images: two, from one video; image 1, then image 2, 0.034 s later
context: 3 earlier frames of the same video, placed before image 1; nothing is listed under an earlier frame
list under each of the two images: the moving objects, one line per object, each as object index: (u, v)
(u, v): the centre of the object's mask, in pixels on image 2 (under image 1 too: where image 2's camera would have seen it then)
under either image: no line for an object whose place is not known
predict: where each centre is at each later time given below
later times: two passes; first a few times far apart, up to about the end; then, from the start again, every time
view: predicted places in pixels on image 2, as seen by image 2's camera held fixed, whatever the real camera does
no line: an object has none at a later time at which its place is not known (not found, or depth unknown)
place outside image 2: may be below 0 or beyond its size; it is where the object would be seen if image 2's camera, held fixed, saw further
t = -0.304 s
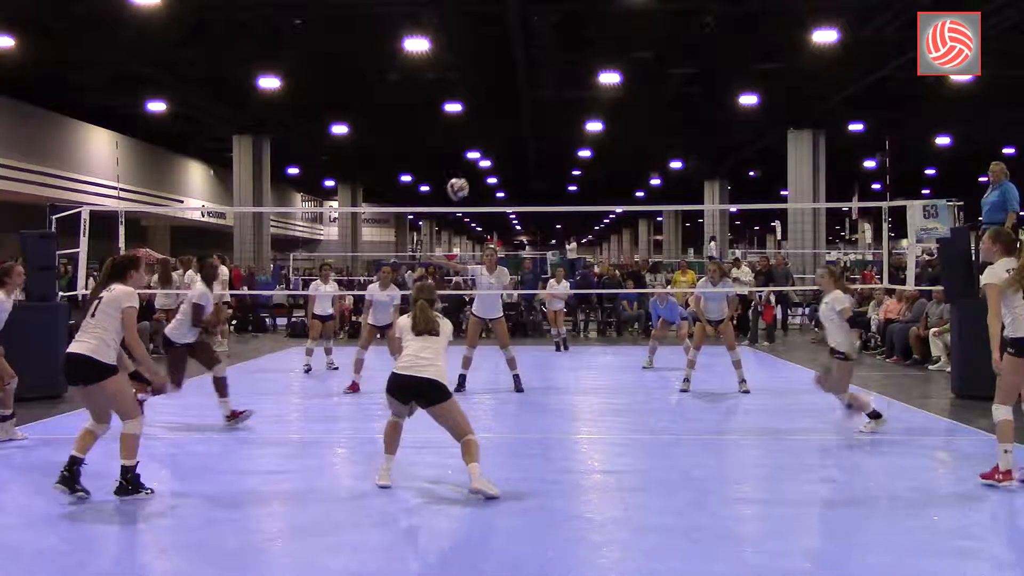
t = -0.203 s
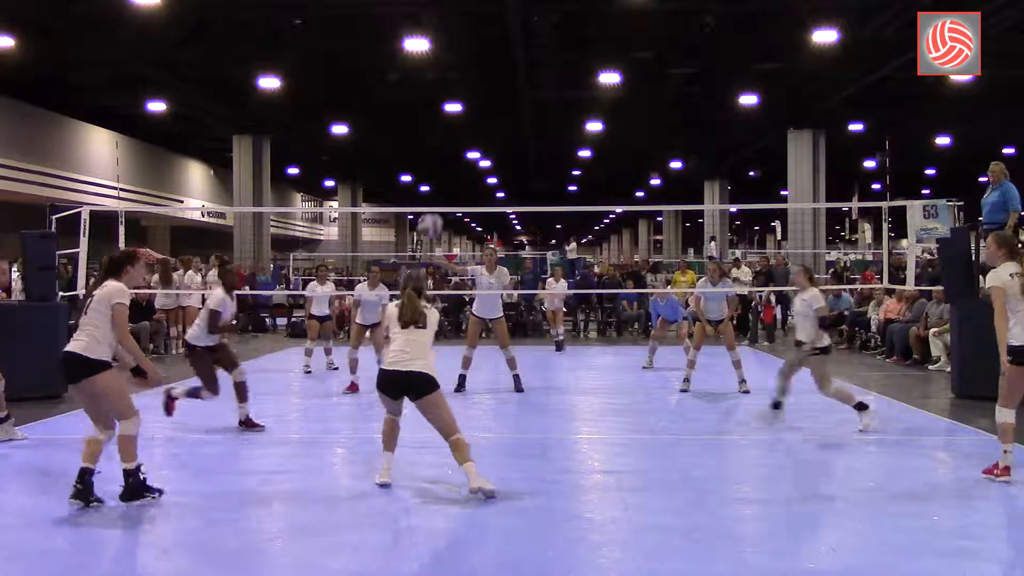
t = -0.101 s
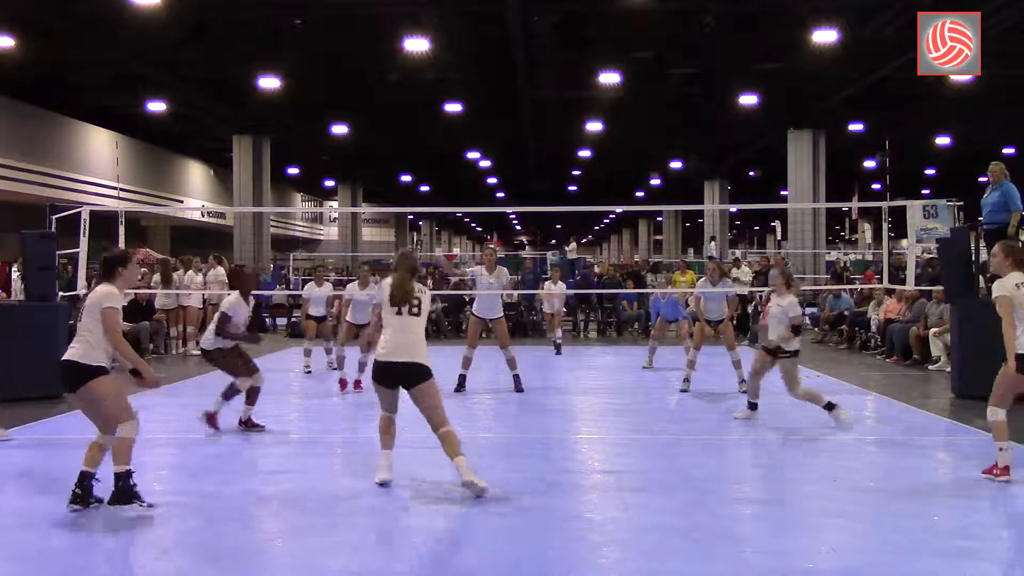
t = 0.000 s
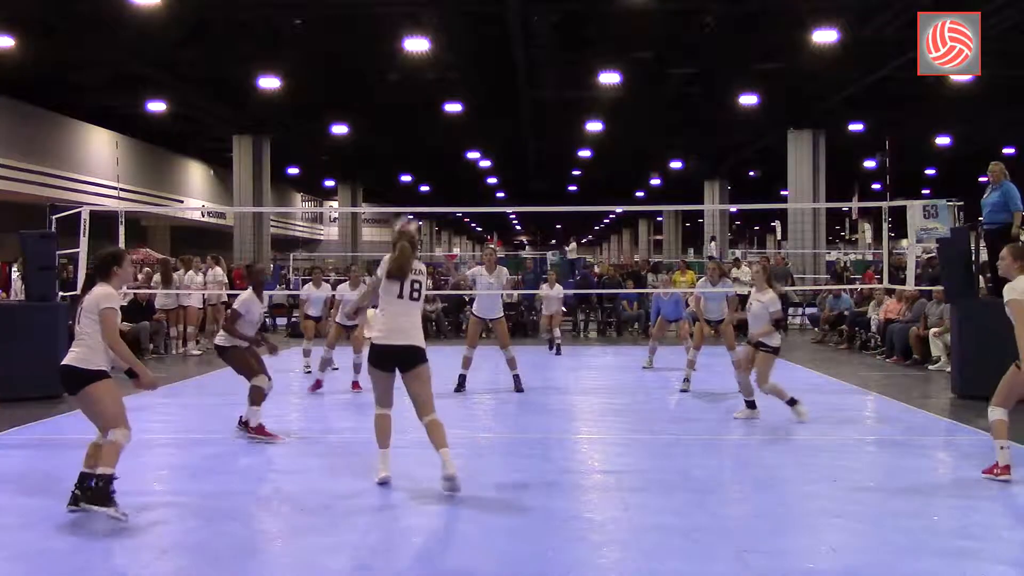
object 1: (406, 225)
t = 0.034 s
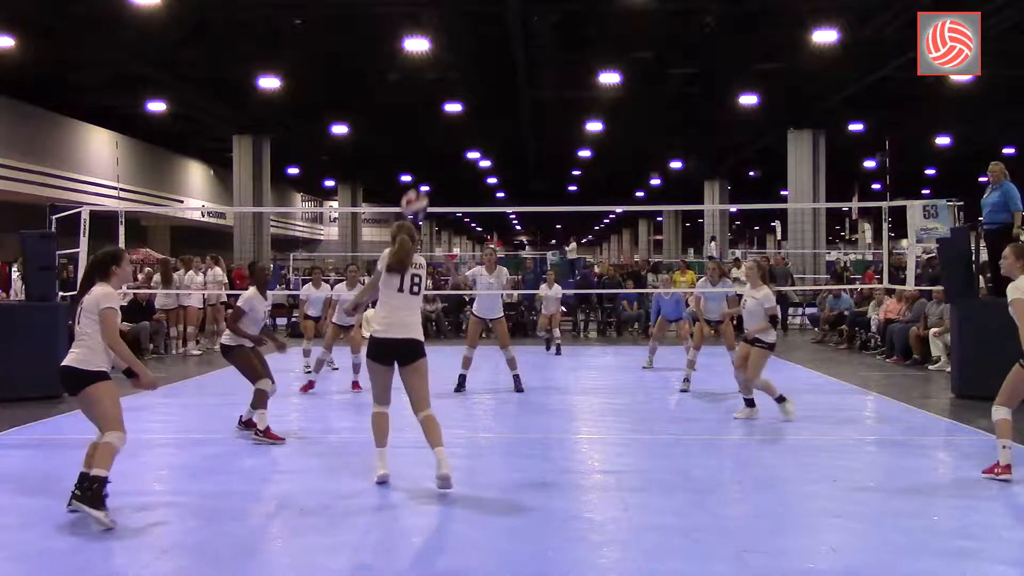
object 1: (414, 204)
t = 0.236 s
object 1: (462, 89)
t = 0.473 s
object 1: (510, 31)
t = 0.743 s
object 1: (557, 44)
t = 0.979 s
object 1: (592, 108)
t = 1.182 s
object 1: (619, 196)
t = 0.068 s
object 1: (423, 182)
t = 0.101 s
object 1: (431, 158)
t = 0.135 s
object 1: (439, 139)
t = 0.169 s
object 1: (447, 122)
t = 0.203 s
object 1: (454, 104)
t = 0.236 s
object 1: (462, 89)
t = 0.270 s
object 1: (470, 77)
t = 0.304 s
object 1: (476, 66)
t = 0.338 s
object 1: (483, 55)
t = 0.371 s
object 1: (490, 47)
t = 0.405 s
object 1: (496, 41)
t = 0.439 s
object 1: (503, 35)
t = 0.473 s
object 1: (510, 31)
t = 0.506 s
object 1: (515, 30)
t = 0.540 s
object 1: (522, 27)
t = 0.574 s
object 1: (528, 27)
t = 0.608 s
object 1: (534, 28)
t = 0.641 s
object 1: (540, 30)
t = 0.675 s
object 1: (546, 34)
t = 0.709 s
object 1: (551, 38)
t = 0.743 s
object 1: (557, 44)
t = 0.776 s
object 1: (562, 50)
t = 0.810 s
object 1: (568, 57)
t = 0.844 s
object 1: (573, 66)
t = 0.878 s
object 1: (578, 75)
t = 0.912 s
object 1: (583, 86)
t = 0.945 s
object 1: (588, 97)
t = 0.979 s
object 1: (592, 108)
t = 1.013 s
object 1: (597, 122)
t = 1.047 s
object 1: (603, 136)
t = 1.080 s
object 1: (606, 150)
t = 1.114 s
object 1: (611, 165)
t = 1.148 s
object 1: (615, 181)
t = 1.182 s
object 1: (619, 196)
